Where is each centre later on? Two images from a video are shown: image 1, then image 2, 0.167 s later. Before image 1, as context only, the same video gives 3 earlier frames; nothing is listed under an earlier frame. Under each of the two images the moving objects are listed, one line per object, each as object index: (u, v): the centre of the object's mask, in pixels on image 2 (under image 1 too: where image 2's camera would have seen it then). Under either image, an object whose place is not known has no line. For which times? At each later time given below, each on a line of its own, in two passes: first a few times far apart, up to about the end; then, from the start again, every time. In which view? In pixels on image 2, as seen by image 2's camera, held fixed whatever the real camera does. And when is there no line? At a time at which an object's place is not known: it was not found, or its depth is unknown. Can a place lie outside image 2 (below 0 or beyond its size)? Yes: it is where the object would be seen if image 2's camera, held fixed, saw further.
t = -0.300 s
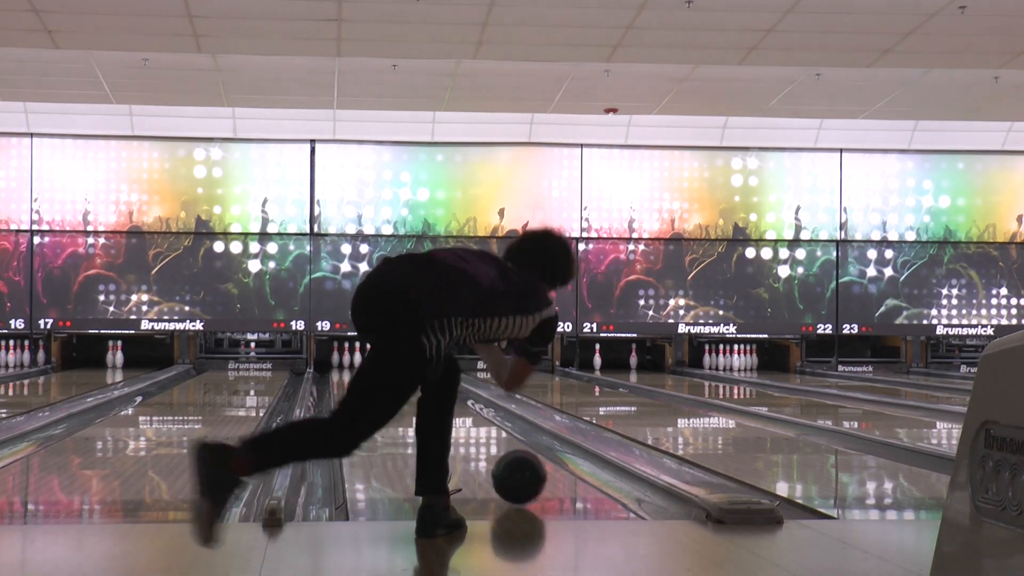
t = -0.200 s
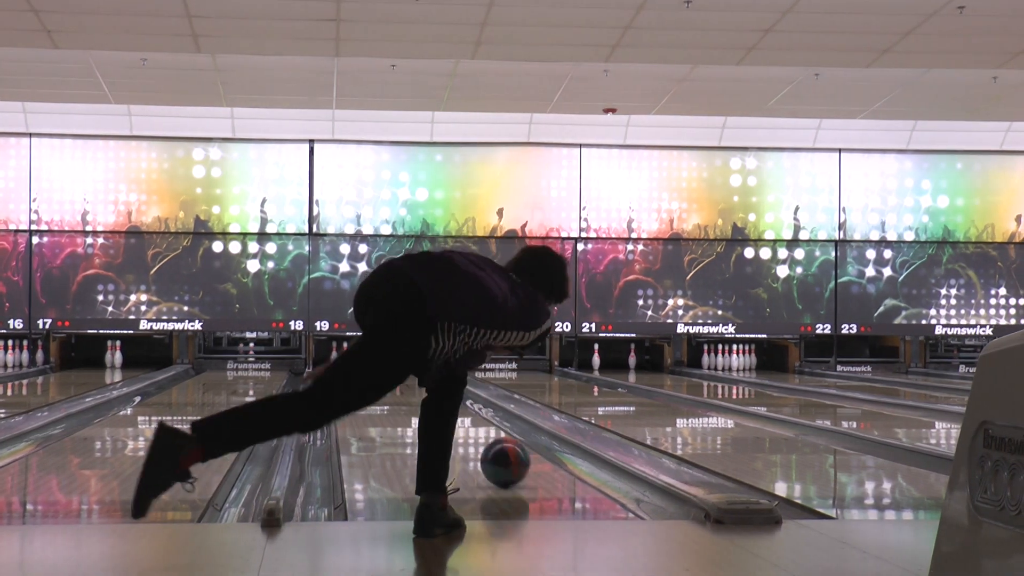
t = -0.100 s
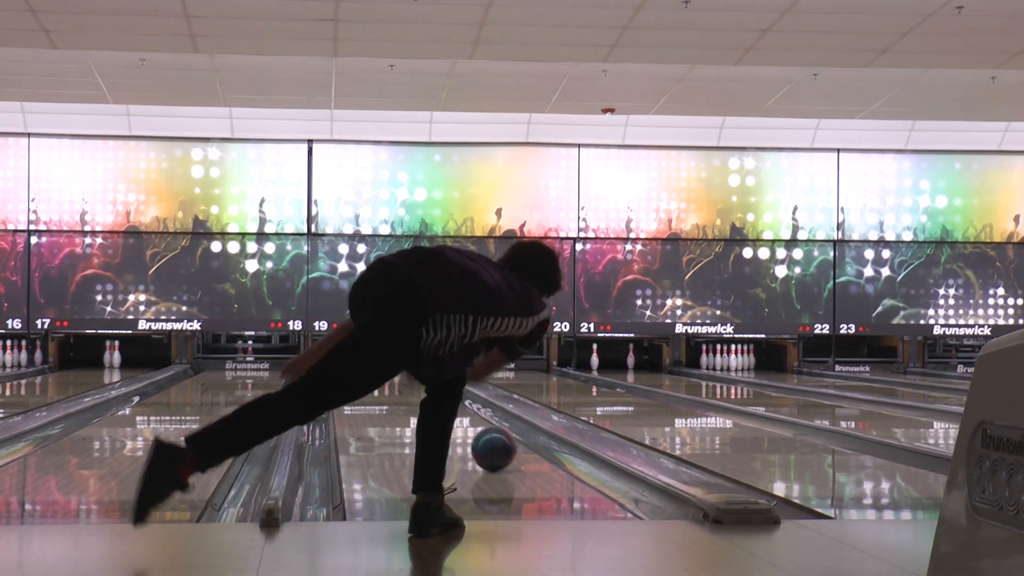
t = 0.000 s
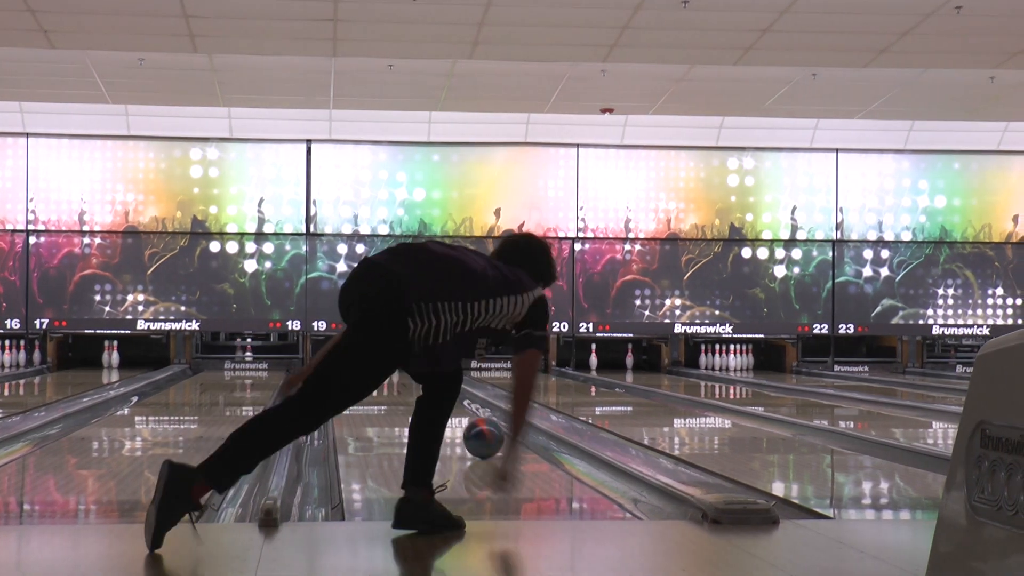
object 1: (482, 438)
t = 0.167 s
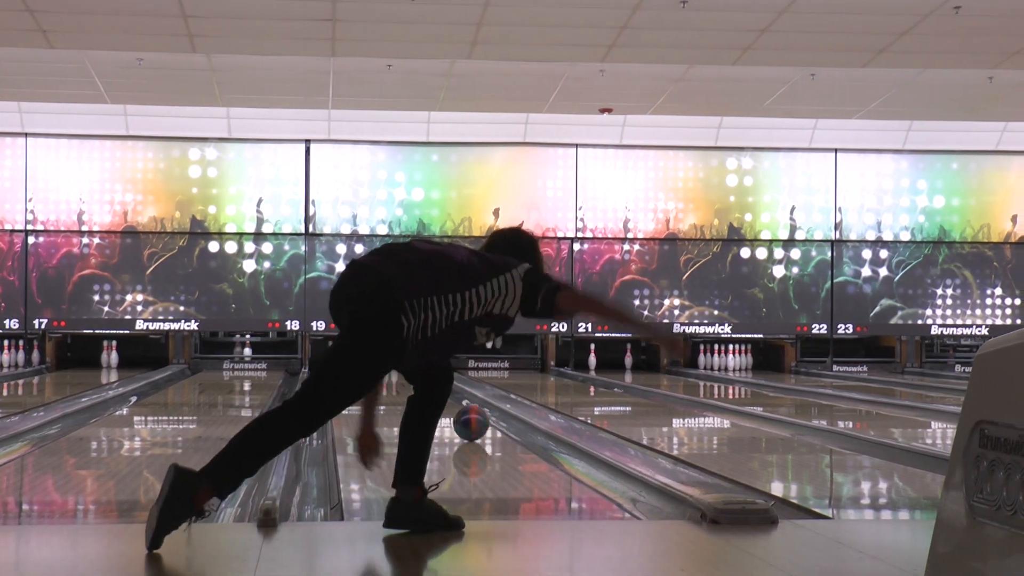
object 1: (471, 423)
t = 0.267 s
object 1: (465, 415)
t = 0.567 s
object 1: (453, 400)
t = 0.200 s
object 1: (469, 420)
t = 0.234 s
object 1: (467, 418)
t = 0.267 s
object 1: (465, 415)
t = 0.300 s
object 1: (463, 413)
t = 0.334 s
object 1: (462, 411)
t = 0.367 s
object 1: (461, 410)
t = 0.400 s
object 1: (460, 408)
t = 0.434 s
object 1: (459, 407)
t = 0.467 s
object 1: (458, 405)
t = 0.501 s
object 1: (456, 402)
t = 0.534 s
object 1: (455, 401)
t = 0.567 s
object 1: (453, 400)
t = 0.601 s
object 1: (452, 398)
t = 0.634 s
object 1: (450, 396)
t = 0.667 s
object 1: (449, 395)
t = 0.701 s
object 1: (447, 392)
